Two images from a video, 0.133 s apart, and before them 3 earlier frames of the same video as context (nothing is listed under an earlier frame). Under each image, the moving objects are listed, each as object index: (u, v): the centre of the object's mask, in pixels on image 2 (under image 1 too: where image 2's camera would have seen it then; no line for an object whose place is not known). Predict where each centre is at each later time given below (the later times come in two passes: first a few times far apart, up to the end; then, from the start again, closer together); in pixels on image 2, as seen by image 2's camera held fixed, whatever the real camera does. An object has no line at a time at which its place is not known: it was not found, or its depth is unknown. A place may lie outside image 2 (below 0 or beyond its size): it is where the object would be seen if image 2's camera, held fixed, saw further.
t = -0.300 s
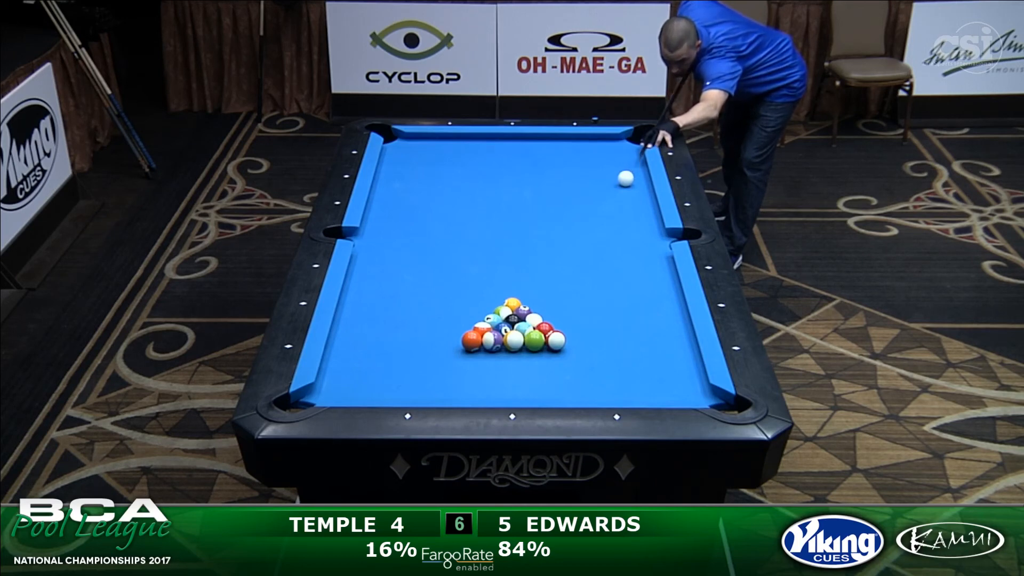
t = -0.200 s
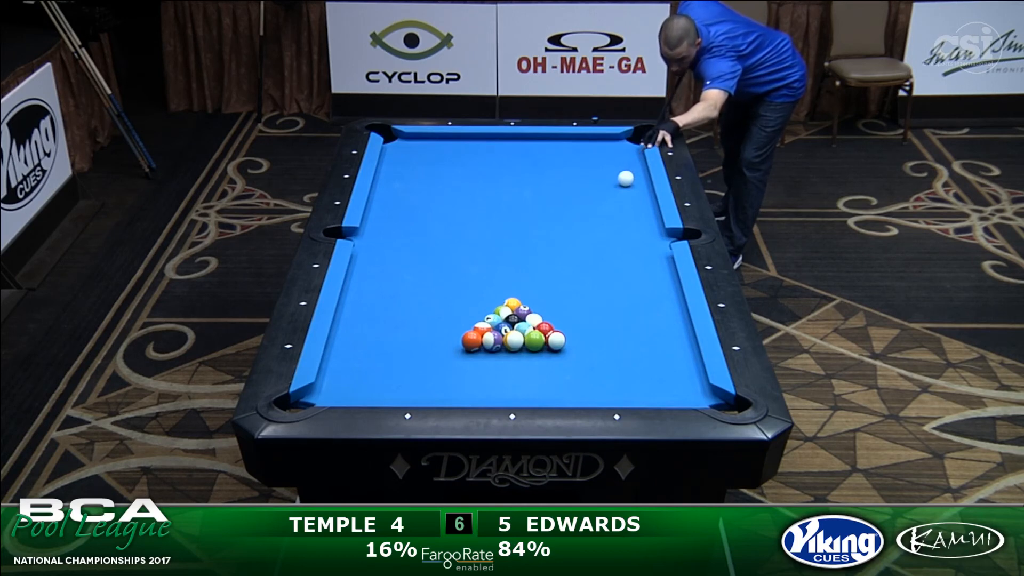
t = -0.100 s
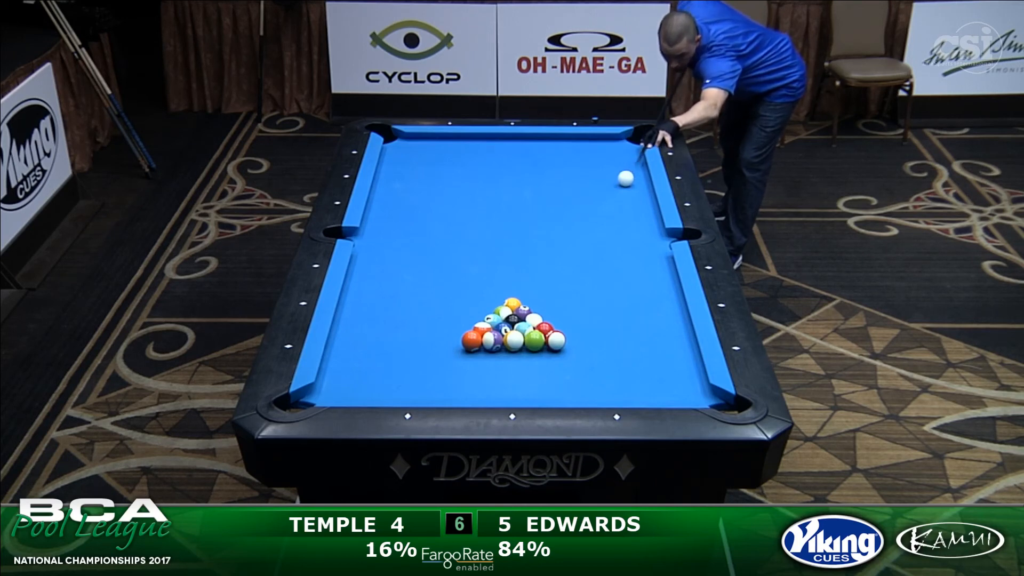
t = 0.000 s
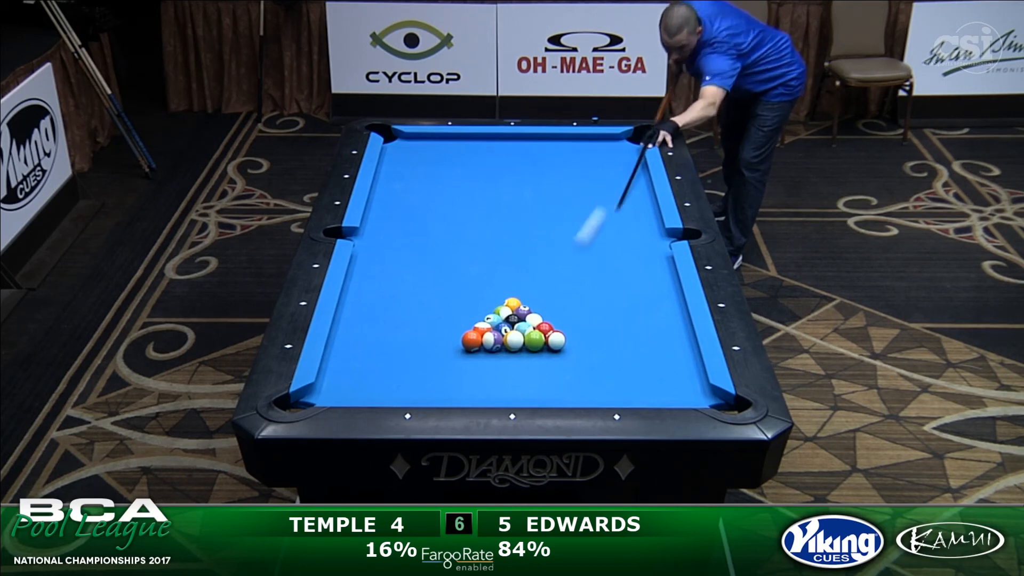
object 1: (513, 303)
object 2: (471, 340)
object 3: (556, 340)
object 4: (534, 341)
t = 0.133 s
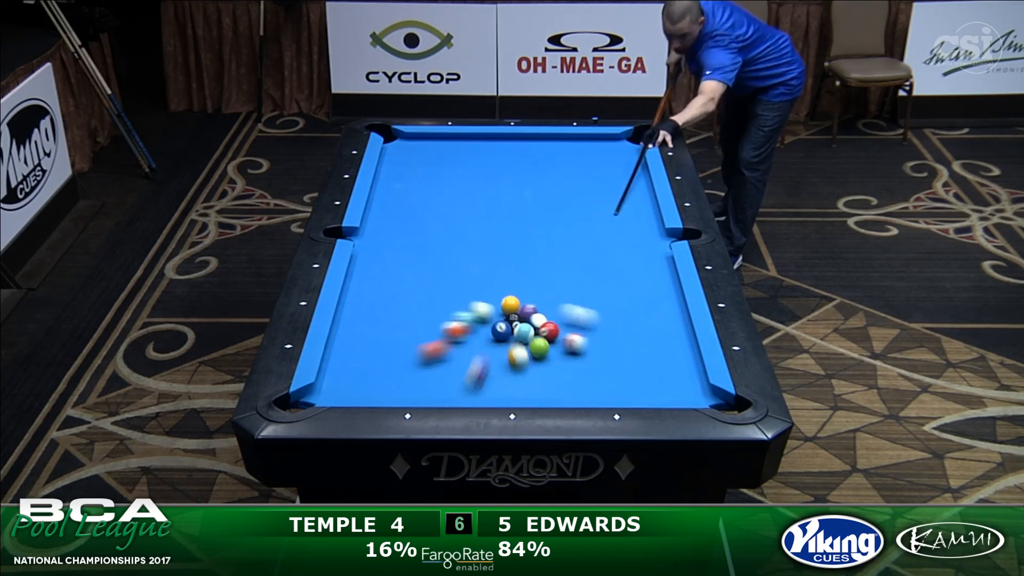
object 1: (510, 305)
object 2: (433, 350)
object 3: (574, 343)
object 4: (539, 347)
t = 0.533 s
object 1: (498, 292)
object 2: (394, 387)
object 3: (690, 359)
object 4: (569, 391)
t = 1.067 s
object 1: (473, 273)
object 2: (518, 359)
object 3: (596, 374)
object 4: (565, 374)
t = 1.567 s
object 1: (438, 250)
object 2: (508, 348)
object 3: (574, 384)
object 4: (516, 381)
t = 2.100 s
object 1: (406, 230)
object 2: (502, 339)
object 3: (561, 389)
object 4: (465, 387)
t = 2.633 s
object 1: (392, 244)
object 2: (499, 334)
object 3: (553, 391)
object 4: (423, 389)
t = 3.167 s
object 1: (384, 272)
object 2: (498, 332)
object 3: (552, 391)
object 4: (390, 391)
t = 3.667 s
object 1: (377, 297)
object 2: (498, 332)
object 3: (552, 391)
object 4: (373, 390)
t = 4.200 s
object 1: (370, 322)
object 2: (498, 332)
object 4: (363, 390)
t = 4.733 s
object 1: (363, 344)
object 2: (498, 332)
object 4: (361, 390)
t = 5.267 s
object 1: (356, 363)
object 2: (498, 332)
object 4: (360, 390)
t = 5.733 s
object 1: (351, 375)
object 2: (498, 332)
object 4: (360, 390)
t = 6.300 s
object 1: (344, 385)
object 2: (498, 332)
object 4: (361, 390)
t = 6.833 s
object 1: (340, 388)
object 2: (498, 332)
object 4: (361, 391)
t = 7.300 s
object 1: (339, 388)
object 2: (498, 332)
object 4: (361, 391)
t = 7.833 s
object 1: (339, 388)
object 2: (498, 332)
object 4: (361, 391)
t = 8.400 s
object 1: (339, 388)
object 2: (498, 332)
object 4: (361, 391)
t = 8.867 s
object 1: (339, 388)
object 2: (498, 332)
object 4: (361, 391)
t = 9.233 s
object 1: (339, 388)
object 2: (498, 332)
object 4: (361, 391)
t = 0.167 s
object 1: (509, 304)
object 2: (410, 356)
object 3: (585, 344)
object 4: (542, 352)
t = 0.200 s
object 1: (508, 303)
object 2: (387, 363)
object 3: (595, 345)
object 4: (544, 356)
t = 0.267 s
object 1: (506, 301)
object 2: (342, 376)
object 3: (615, 348)
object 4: (549, 364)
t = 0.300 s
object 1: (505, 300)
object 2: (328, 381)
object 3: (624, 349)
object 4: (552, 368)
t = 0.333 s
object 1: (504, 299)
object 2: (338, 385)
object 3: (634, 351)
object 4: (554, 372)
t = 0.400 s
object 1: (502, 297)
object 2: (358, 389)
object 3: (654, 353)
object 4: (559, 380)
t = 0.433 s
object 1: (501, 296)
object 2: (368, 390)
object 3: (663, 355)
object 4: (561, 384)
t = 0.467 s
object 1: (500, 295)
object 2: (377, 389)
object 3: (674, 356)
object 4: (564, 387)
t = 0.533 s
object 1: (498, 292)
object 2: (394, 387)
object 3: (690, 359)
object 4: (569, 391)
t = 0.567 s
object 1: (497, 291)
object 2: (404, 386)
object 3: (685, 360)
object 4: (568, 390)
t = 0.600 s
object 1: (496, 290)
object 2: (412, 382)
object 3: (680, 361)
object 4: (568, 389)
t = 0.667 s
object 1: (494, 288)
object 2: (429, 380)
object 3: (667, 363)
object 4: (567, 386)
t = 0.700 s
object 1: (493, 287)
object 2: (437, 378)
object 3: (661, 364)
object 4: (566, 384)
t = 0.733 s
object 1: (492, 287)
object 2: (446, 376)
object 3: (656, 365)
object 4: (566, 382)
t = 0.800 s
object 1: (490, 285)
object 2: (462, 372)
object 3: (643, 366)
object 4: (565, 377)
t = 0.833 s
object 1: (489, 284)
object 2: (470, 371)
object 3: (637, 367)
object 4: (564, 375)
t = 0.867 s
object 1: (488, 283)
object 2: (478, 369)
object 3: (631, 368)
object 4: (564, 373)
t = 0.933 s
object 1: (484, 280)
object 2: (494, 364)
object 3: (619, 370)
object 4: (564, 372)
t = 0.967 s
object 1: (481, 278)
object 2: (501, 364)
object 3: (613, 371)
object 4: (565, 373)
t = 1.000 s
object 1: (479, 276)
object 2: (509, 362)
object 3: (607, 372)
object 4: (565, 373)
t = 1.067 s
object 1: (473, 273)
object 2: (518, 359)
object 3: (596, 374)
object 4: (565, 374)
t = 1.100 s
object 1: (471, 271)
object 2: (516, 358)
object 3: (590, 374)
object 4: (566, 375)
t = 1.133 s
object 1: (469, 270)
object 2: (515, 358)
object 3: (588, 375)
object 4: (563, 375)
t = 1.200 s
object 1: (465, 264)
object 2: (514, 356)
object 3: (586, 376)
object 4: (555, 376)
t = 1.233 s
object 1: (461, 261)
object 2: (513, 355)
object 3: (585, 377)
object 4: (551, 377)
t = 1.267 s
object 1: (457, 261)
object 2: (513, 354)
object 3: (583, 378)
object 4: (547, 377)
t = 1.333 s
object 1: (453, 260)
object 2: (511, 351)
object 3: (581, 379)
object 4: (540, 378)
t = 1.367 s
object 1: (451, 258)
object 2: (511, 351)
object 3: (580, 380)
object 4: (537, 378)
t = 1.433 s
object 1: (447, 255)
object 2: (510, 350)
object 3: (578, 381)
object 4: (530, 379)
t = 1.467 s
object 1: (444, 254)
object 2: (509, 350)
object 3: (577, 382)
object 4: (526, 380)
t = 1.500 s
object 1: (442, 252)
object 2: (509, 349)
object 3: (576, 382)
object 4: (523, 380)
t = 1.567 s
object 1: (438, 250)
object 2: (508, 348)
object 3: (574, 384)
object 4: (516, 381)
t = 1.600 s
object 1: (436, 248)
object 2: (507, 347)
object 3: (573, 384)
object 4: (512, 382)
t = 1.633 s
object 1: (433, 247)
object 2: (507, 346)
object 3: (572, 385)
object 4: (509, 382)
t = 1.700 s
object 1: (429, 244)
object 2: (506, 345)
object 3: (570, 386)
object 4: (502, 383)
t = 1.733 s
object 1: (427, 243)
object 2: (505, 344)
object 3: (570, 386)
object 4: (499, 384)
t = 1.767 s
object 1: (425, 242)
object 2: (505, 343)
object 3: (568, 387)
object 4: (496, 384)
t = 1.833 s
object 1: (421, 239)
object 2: (504, 343)
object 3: (567, 387)
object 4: (489, 384)
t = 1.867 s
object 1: (419, 238)
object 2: (504, 342)
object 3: (566, 387)
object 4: (486, 385)
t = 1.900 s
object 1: (417, 237)
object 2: (503, 342)
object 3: (565, 388)
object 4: (483, 385)
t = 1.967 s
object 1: (413, 234)
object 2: (503, 341)
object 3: (564, 388)
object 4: (477, 386)
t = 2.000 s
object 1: (411, 233)
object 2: (503, 340)
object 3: (563, 389)
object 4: (474, 386)
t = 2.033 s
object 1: (409, 232)
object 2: (502, 340)
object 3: (562, 389)
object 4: (471, 386)
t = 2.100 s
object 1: (406, 230)
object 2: (502, 339)
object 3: (561, 389)
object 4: (465, 387)
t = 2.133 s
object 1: (404, 228)
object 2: (501, 338)
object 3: (560, 389)
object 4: (462, 387)
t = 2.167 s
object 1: (402, 227)
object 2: (501, 338)
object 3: (560, 390)
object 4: (460, 387)
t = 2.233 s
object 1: (399, 225)
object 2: (501, 337)
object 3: (558, 390)
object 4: (454, 387)
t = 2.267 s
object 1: (397, 224)
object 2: (501, 337)
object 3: (558, 390)
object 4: (451, 388)
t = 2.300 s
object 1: (397, 226)
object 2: (500, 337)
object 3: (557, 390)
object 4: (448, 388)
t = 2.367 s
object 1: (396, 231)
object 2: (500, 336)
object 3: (556, 390)
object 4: (443, 388)
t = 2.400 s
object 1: (396, 232)
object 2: (500, 336)
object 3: (556, 391)
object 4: (440, 388)
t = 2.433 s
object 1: (395, 234)
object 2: (500, 335)
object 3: (555, 391)
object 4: (438, 389)
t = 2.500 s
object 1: (394, 237)
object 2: (499, 335)
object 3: (555, 391)
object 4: (433, 389)
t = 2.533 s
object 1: (394, 239)
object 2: (499, 334)
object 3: (554, 391)
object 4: (430, 389)
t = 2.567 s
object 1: (393, 241)
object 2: (499, 334)
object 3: (554, 391)
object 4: (428, 389)
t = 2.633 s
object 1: (392, 244)
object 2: (499, 334)
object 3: (553, 391)
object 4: (423, 389)
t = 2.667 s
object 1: (392, 246)
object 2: (498, 334)
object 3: (553, 391)
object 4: (420, 390)
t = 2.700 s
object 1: (391, 248)
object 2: (498, 333)
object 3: (553, 391)
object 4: (418, 390)
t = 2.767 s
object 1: (391, 251)
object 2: (498, 333)
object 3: (552, 391)
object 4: (414, 390)
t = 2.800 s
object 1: (390, 253)
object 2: (498, 333)
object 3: (552, 391)
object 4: (412, 390)
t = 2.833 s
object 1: (389, 255)
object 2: (498, 333)
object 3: (552, 391)
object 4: (409, 390)
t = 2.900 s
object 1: (388, 258)
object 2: (498, 333)
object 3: (552, 391)
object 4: (405, 390)
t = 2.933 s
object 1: (388, 260)
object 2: (498, 333)
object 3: (552, 391)
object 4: (403, 390)
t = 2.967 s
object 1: (387, 262)
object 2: (498, 332)
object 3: (552, 391)
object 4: (401, 391)
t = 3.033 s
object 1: (386, 265)
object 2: (498, 332)
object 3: (552, 391)
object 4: (397, 391)
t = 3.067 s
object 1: (386, 267)
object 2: (498, 332)
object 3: (552, 391)
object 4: (395, 391)
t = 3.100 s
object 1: (385, 268)
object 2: (498, 332)
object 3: (552, 391)
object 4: (393, 391)
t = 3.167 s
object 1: (384, 272)
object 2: (498, 332)
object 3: (552, 391)
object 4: (390, 391)
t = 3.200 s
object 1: (384, 274)
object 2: (498, 332)
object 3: (552, 391)
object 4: (389, 391)
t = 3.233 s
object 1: (384, 275)
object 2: (498, 332)
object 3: (552, 391)
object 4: (388, 391)
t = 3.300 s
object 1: (383, 279)
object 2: (498, 332)
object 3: (552, 391)
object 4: (385, 391)
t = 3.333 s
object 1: (382, 280)
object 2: (498, 332)
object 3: (552, 391)
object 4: (384, 391)
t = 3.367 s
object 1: (381, 282)
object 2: (498, 332)
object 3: (552, 391)
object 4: (383, 390)
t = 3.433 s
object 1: (380, 285)
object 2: (498, 332)
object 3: (552, 391)
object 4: (380, 390)
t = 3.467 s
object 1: (380, 287)
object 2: (498, 332)
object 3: (552, 391)
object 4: (379, 390)
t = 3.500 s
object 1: (379, 289)
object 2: (498, 332)
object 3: (552, 391)
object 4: (378, 390)
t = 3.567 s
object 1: (378, 292)
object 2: (498, 332)
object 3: (552, 391)
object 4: (376, 390)
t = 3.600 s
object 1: (378, 294)
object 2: (498, 332)
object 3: (552, 391)
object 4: (375, 390)
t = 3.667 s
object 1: (377, 297)
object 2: (498, 332)
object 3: (552, 391)
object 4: (373, 390)
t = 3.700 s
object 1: (376, 298)
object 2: (498, 332)
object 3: (552, 391)
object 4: (372, 390)
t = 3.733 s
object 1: (376, 300)
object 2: (498, 332)
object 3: (552, 391)
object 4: (372, 390)
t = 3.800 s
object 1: (375, 303)
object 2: (498, 332)
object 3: (552, 391)
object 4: (370, 390)
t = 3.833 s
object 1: (374, 304)
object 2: (498, 332)
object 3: (552, 391)
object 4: (369, 390)
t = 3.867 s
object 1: (374, 306)
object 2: (498, 332)
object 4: (369, 390)
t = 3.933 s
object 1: (373, 309)
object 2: (498, 332)
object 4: (367, 390)
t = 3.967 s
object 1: (373, 311)
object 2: (498, 332)
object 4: (367, 390)
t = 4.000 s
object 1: (372, 313)
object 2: (498, 332)
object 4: (366, 390)
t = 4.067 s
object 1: (371, 315)
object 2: (498, 332)
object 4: (365, 390)
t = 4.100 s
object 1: (371, 317)
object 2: (498, 332)
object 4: (364, 390)
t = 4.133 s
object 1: (371, 319)
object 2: (498, 332)
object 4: (364, 390)
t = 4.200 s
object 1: (370, 322)
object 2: (498, 332)
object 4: (363, 390)
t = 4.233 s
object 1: (370, 323)
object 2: (498, 332)
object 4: (363, 390)
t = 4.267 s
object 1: (369, 324)
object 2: (498, 332)
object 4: (362, 390)
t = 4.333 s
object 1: (368, 327)
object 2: (498, 332)
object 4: (362, 390)
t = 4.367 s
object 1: (368, 329)
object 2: (498, 332)
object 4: (361, 390)
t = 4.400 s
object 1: (368, 330)
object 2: (498, 332)
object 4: (361, 390)
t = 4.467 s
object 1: (367, 333)
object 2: (498, 332)
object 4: (361, 390)
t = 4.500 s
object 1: (367, 335)
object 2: (498, 332)
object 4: (361, 390)
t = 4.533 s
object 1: (366, 336)
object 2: (498, 332)
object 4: (361, 390)
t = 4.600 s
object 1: (365, 339)
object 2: (498, 332)
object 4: (361, 390)
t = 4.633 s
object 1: (365, 340)
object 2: (498, 332)
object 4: (361, 390)
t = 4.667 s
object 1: (364, 341)
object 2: (498, 332)
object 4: (361, 390)
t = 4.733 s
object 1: (363, 344)
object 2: (498, 332)
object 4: (361, 390)
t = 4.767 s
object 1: (363, 345)
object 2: (498, 332)
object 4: (361, 390)
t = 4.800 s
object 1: (362, 346)
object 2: (498, 332)
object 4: (361, 390)
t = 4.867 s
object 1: (362, 349)
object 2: (498, 332)
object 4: (360, 390)
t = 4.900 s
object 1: (361, 350)
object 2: (498, 332)
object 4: (360, 390)
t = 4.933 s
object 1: (361, 351)
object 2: (498, 332)
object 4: (360, 390)
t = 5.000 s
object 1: (360, 354)
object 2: (498, 332)
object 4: (360, 390)
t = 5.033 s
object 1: (359, 355)
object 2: (498, 332)
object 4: (360, 390)
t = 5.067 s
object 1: (359, 356)
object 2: (498, 332)
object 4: (361, 390)
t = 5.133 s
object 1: (358, 358)
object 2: (498, 332)
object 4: (360, 390)
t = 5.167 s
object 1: (357, 360)
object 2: (498, 332)
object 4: (360, 390)
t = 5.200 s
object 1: (357, 360)
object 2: (498, 332)
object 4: (360, 390)
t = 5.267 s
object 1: (356, 363)
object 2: (498, 332)
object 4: (360, 390)
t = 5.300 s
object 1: (356, 363)
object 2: (498, 332)
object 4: (360, 390)
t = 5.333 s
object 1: (356, 364)
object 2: (498, 332)
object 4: (360, 390)
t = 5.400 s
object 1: (355, 367)
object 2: (498, 332)
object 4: (360, 390)
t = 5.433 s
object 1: (355, 367)
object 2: (498, 332)
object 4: (361, 390)
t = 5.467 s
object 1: (354, 369)
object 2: (498, 332)
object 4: (360, 390)
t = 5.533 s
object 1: (354, 370)
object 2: (498, 332)
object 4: (360, 390)
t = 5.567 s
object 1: (353, 371)
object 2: (498, 332)
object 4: (360, 390)
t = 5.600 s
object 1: (353, 372)
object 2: (498, 332)
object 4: (360, 390)
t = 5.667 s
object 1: (352, 374)
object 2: (498, 332)
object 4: (360, 390)
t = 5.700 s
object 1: (352, 374)
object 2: (498, 332)
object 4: (360, 390)
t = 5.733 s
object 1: (351, 375)
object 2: (498, 332)
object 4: (360, 390)
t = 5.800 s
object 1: (350, 376)
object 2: (498, 332)
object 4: (360, 390)
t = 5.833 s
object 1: (350, 377)
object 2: (498, 332)
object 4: (361, 390)
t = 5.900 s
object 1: (349, 378)
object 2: (498, 332)
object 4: (360, 390)
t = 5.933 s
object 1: (349, 379)
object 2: (498, 332)
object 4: (360, 390)
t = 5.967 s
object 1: (348, 380)
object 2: (498, 332)
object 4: (360, 390)
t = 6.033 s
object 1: (348, 381)
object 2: (498, 332)
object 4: (360, 390)
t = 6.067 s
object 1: (347, 382)
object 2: (498, 332)
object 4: (360, 390)
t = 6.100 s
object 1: (347, 383)
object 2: (498, 332)
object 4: (360, 390)
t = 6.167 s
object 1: (346, 383)
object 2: (498, 332)
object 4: (360, 390)
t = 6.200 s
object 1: (345, 384)
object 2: (498, 332)
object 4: (360, 390)
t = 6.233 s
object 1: (345, 384)
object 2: (498, 332)
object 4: (361, 390)
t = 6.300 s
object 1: (344, 385)
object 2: (498, 332)
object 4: (361, 390)
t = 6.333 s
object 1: (344, 385)
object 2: (498, 332)
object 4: (361, 391)
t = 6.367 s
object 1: (343, 385)
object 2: (498, 332)
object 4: (361, 391)
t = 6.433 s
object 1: (343, 386)
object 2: (498, 332)
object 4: (361, 391)
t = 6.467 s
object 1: (342, 386)
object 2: (498, 332)
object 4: (362, 391)
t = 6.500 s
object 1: (342, 387)
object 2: (498, 332)
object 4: (362, 391)
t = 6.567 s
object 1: (342, 387)
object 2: (498, 332)
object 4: (362, 391)
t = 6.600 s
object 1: (341, 387)
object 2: (498, 332)
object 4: (361, 391)
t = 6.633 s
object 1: (341, 387)
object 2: (498, 332)
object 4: (361, 391)
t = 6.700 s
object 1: (341, 387)
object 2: (498, 332)
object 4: (361, 391)
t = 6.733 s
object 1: (341, 387)
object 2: (498, 332)
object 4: (361, 391)
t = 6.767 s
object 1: (341, 388)
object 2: (498, 332)
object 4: (361, 391)
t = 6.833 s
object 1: (340, 388)
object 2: (498, 332)
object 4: (361, 391)
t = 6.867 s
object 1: (340, 388)
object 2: (498, 332)
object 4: (361, 391)
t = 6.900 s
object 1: (340, 388)
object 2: (498, 332)
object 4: (362, 391)
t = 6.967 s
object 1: (340, 388)
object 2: (498, 332)
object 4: (361, 391)
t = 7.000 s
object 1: (340, 388)
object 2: (498, 332)
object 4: (361, 391)
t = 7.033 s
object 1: (339, 388)
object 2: (498, 332)
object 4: (361, 391)
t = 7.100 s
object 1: (339, 388)
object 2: (498, 332)
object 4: (361, 391)
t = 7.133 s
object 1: (339, 388)
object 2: (498, 332)
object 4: (361, 391)
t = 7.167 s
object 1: (339, 388)
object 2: (498, 332)
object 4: (361, 391)
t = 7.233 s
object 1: (339, 388)
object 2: (498, 332)
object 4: (361, 391)
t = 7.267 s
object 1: (339, 388)
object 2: (498, 332)
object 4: (361, 391)
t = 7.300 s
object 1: (339, 388)
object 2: (498, 332)
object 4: (361, 391)
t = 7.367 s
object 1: (339, 388)
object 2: (498, 332)
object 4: (361, 391)
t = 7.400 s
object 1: (339, 388)
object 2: (498, 332)
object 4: (361, 391)
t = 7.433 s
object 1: (339, 388)
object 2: (498, 332)
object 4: (361, 391)
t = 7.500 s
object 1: (339, 388)
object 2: (498, 332)
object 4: (361, 391)
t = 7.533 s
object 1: (339, 388)
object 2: (498, 332)
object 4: (361, 391)
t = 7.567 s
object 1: (339, 388)
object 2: (498, 332)
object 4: (361, 391)
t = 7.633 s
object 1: (339, 388)
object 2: (498, 332)
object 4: (361, 391)
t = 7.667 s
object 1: (339, 388)
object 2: (498, 332)
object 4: (361, 391)
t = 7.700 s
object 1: (339, 388)
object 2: (498, 332)
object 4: (361, 391)
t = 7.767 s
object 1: (339, 388)
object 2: (498, 332)
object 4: (361, 391)
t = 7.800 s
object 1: (339, 388)
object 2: (498, 332)
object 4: (361, 391)
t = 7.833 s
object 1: (339, 388)
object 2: (498, 332)
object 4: (361, 391)
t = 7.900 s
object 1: (339, 388)
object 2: (498, 332)
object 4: (361, 391)
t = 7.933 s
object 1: (339, 388)
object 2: (498, 332)
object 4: (361, 391)
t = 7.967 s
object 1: (339, 388)
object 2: (498, 332)
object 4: (361, 391)
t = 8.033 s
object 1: (339, 388)
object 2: (498, 332)
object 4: (361, 391)
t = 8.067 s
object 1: (339, 388)
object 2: (498, 332)
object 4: (361, 391)
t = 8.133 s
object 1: (339, 388)
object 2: (498, 332)
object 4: (361, 391)
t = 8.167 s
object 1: (339, 388)
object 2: (498, 332)
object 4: (361, 391)
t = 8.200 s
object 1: (339, 388)
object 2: (498, 332)
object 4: (361, 391)
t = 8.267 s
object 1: (339, 388)
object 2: (498, 332)
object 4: (361, 391)
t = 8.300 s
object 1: (339, 388)
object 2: (498, 332)
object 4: (361, 391)
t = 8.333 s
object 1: (339, 388)
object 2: (498, 332)
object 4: (361, 391)
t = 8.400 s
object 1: (339, 388)
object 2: (498, 332)
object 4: (361, 391)
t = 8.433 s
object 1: (339, 388)
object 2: (498, 332)
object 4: (361, 391)
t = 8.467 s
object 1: (339, 388)
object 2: (498, 332)
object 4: (361, 391)
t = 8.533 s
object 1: (339, 388)
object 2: (498, 332)
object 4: (361, 391)
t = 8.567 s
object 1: (339, 388)
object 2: (498, 332)
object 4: (361, 391)
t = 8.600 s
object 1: (339, 388)
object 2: (498, 332)
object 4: (361, 391)
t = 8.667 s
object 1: (339, 388)
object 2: (498, 332)
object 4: (361, 391)
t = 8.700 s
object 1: (339, 388)
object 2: (498, 332)
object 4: (361, 391)
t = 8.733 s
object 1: (339, 388)
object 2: (498, 332)
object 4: (361, 391)
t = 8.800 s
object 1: (339, 388)
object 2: (498, 332)
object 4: (361, 391)
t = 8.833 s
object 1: (339, 388)
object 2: (498, 332)
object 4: (361, 391)
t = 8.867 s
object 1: (339, 388)
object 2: (498, 332)
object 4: (361, 391)
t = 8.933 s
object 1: (339, 388)
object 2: (498, 332)
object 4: (361, 391)
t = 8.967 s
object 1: (339, 388)
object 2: (498, 332)
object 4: (361, 391)
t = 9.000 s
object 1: (339, 388)
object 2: (498, 332)
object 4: (361, 391)
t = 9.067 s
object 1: (339, 388)
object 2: (498, 332)
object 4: (361, 391)
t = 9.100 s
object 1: (339, 388)
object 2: (498, 332)
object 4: (361, 391)
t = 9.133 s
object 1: (339, 388)
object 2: (498, 332)
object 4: (361, 391)
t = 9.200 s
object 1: (339, 388)
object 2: (498, 332)
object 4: (361, 391)
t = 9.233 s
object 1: (339, 388)
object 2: (498, 332)
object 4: (361, 391)
